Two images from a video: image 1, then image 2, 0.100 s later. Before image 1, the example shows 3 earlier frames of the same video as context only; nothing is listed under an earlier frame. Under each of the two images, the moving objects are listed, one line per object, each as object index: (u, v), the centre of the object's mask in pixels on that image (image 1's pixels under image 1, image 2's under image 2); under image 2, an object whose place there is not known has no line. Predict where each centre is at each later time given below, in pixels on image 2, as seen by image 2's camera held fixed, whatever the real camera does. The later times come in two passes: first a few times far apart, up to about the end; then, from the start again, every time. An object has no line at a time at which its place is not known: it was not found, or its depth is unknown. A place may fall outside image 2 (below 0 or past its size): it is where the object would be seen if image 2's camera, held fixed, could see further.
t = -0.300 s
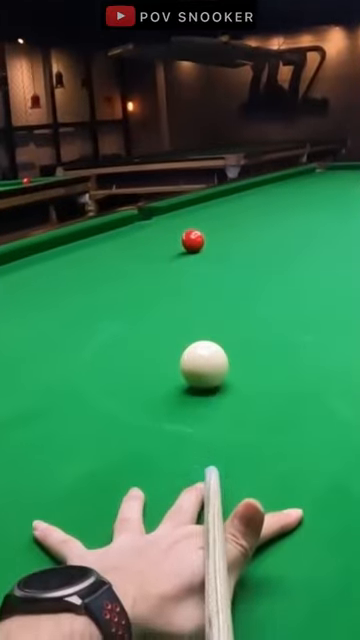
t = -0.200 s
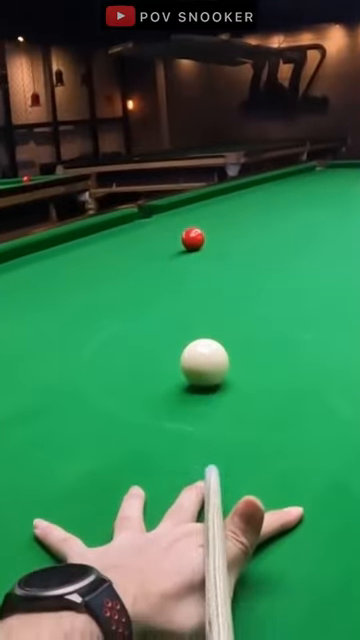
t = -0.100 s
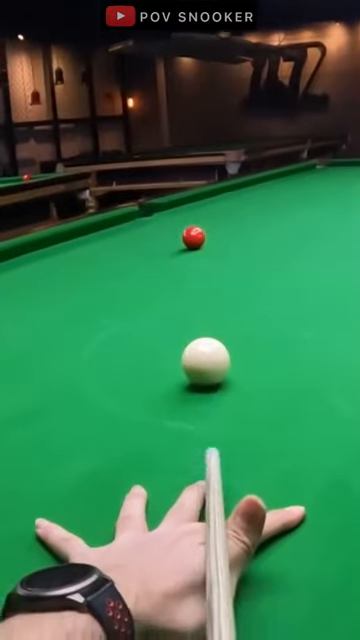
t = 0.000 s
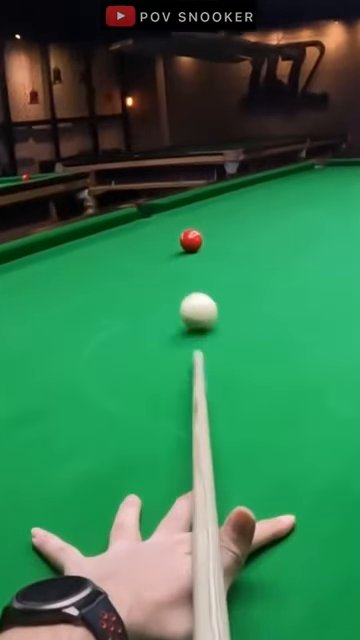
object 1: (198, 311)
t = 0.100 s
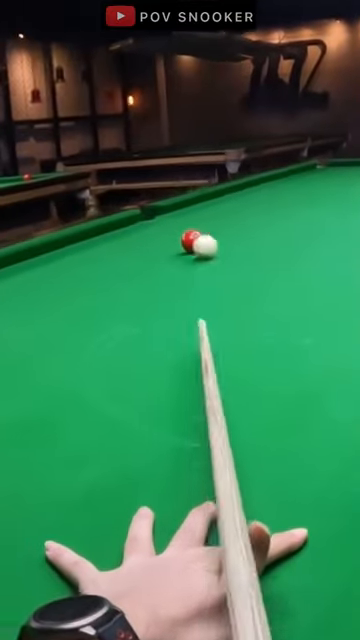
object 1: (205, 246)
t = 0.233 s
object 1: (267, 239)
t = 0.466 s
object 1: (345, 229)
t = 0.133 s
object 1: (223, 244)
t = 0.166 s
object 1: (240, 243)
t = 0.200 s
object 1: (254, 241)
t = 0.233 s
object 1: (267, 239)
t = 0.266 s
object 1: (280, 238)
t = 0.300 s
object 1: (292, 236)
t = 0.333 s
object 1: (303, 235)
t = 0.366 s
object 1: (314, 233)
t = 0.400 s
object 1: (324, 232)
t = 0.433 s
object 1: (335, 230)
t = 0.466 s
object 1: (345, 229)
